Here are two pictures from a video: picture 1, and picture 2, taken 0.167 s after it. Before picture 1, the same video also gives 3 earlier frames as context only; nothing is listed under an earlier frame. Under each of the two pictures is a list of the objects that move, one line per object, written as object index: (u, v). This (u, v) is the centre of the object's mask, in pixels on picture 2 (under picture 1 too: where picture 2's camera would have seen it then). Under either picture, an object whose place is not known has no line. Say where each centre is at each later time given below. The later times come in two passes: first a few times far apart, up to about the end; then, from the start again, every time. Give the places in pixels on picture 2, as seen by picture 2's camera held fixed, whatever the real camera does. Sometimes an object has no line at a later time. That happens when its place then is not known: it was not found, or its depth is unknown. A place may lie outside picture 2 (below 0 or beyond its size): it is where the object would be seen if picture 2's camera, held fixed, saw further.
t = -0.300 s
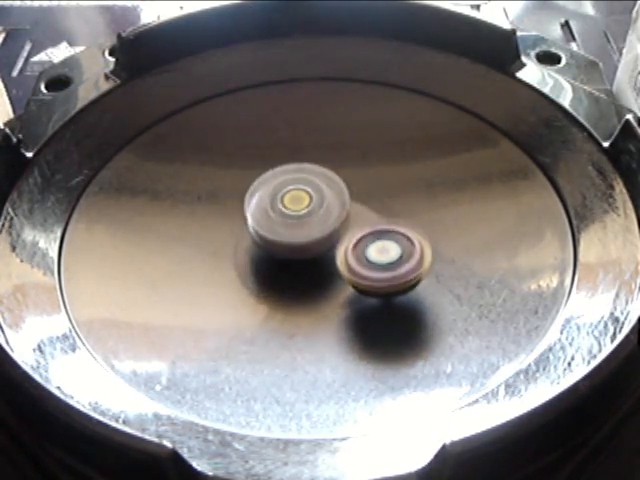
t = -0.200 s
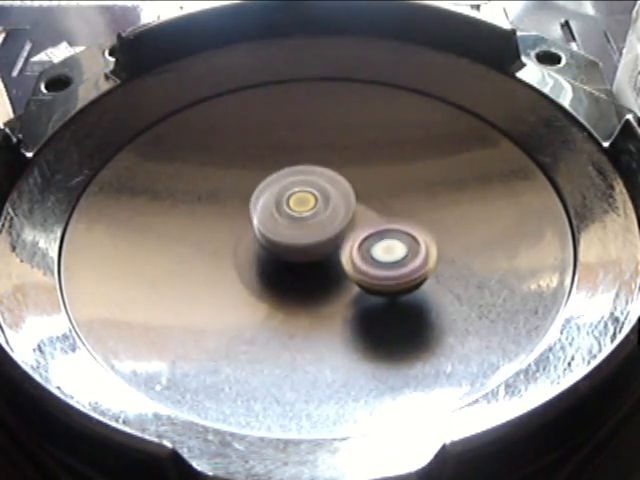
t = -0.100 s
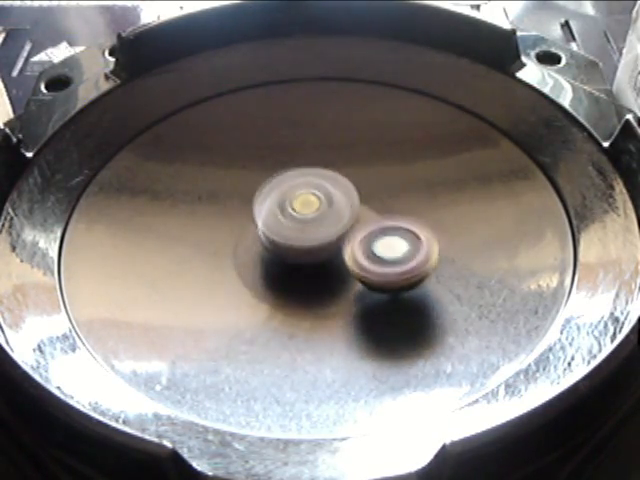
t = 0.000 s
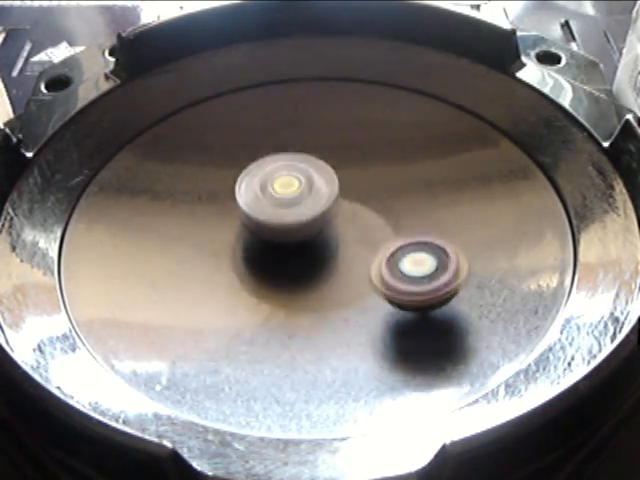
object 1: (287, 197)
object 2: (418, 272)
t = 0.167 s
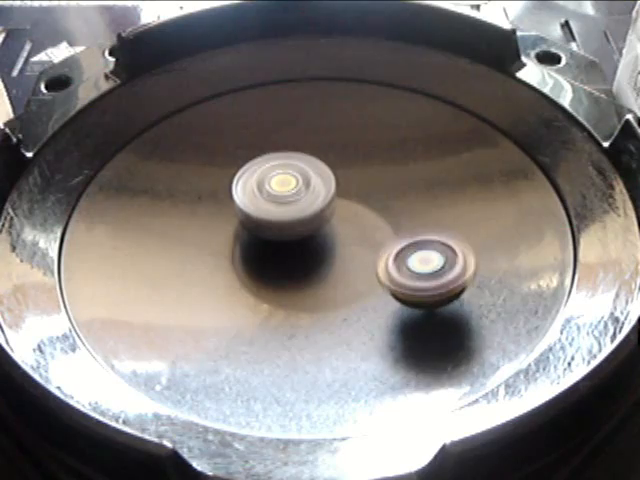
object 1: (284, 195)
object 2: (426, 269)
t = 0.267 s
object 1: (283, 197)
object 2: (420, 262)
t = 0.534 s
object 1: (278, 201)
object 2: (356, 248)
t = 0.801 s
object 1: (257, 192)
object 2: (306, 267)
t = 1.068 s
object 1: (250, 189)
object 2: (251, 261)
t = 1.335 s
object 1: (253, 190)
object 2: (239, 264)
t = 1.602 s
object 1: (271, 175)
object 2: (251, 286)
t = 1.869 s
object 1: (279, 180)
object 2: (301, 277)
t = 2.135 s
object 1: (294, 180)
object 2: (317, 254)
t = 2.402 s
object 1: (304, 193)
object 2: (332, 265)
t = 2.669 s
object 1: (300, 210)
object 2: (332, 278)
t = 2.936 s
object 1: (287, 220)
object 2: (351, 277)
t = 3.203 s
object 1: (270, 222)
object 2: (344, 269)
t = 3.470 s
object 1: (244, 201)
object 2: (341, 285)
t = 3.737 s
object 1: (199, 171)
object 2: (382, 288)
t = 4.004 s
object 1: (209, 177)
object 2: (371, 260)
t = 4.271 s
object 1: (237, 190)
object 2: (322, 238)
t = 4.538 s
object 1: (254, 195)
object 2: (358, 273)
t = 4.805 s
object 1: (286, 217)
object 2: (375, 261)
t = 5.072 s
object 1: (287, 227)
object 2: (409, 255)
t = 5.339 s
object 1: (279, 235)
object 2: (389, 229)
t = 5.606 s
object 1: (244, 233)
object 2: (383, 227)
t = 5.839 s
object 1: (234, 229)
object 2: (361, 220)
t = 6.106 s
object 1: (235, 225)
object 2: (339, 216)
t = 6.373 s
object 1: (253, 218)
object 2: (354, 218)
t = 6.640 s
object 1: (258, 215)
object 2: (420, 222)
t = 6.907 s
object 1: (271, 223)
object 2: (419, 224)
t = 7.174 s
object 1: (273, 243)
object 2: (378, 237)
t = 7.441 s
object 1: (253, 255)
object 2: (376, 262)
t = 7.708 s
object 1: (248, 256)
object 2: (360, 266)
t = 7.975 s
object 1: (148, 218)
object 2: (458, 270)
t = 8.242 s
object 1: (138, 203)
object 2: (451, 251)
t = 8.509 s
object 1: (225, 195)
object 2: (394, 230)
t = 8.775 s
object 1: (332, 158)
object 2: (352, 247)
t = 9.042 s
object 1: (333, 156)
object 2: (327, 278)
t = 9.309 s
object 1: (294, 192)
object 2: (299, 267)
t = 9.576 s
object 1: (295, 185)
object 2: (279, 258)
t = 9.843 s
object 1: (300, 182)
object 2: (267, 251)
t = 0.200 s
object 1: (284, 196)
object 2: (425, 267)
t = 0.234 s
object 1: (283, 196)
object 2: (423, 264)
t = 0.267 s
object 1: (283, 197)
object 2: (420, 262)
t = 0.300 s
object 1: (282, 198)
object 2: (415, 260)
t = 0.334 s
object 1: (282, 198)
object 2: (408, 257)
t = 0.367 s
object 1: (282, 199)
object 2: (400, 255)
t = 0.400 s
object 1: (281, 199)
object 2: (392, 252)
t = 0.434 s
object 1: (281, 200)
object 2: (382, 250)
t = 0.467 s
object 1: (280, 201)
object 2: (374, 249)
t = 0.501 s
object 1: (279, 201)
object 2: (364, 248)
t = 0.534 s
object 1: (278, 201)
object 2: (356, 248)
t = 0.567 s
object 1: (276, 200)
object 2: (349, 249)
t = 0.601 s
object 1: (271, 196)
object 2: (346, 255)
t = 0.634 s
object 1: (265, 194)
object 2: (342, 259)
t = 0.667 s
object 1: (262, 193)
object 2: (336, 262)
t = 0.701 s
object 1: (260, 193)
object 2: (328, 265)
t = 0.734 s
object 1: (259, 193)
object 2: (321, 266)
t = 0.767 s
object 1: (258, 193)
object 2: (314, 266)
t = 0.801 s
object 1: (257, 192)
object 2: (306, 267)
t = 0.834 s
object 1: (255, 192)
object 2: (299, 267)
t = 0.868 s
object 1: (254, 192)
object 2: (291, 267)
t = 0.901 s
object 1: (253, 191)
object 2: (283, 266)
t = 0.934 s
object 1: (252, 191)
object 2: (276, 266)
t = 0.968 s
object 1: (251, 190)
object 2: (269, 265)
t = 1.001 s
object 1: (251, 189)
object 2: (262, 264)
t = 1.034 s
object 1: (250, 187)
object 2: (255, 262)
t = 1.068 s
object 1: (250, 189)
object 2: (251, 261)
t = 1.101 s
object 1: (250, 189)
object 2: (248, 260)
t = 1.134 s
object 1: (250, 189)
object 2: (245, 261)
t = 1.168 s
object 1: (251, 189)
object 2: (242, 263)
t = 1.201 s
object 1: (251, 190)
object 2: (240, 265)
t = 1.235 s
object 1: (251, 190)
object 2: (239, 265)
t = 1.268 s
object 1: (252, 190)
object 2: (239, 265)
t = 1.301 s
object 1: (252, 190)
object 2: (239, 265)
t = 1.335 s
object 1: (253, 190)
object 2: (239, 264)
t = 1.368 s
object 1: (254, 190)
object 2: (240, 263)
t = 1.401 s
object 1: (255, 190)
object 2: (241, 263)
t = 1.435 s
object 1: (256, 190)
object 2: (243, 261)
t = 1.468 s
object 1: (258, 189)
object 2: (245, 260)
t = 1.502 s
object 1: (261, 185)
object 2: (244, 267)
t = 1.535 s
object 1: (265, 179)
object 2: (244, 278)
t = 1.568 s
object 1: (268, 175)
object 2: (247, 283)
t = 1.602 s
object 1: (271, 175)
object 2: (251, 286)
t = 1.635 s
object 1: (272, 175)
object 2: (257, 288)
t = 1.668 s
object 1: (273, 176)
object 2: (263, 288)
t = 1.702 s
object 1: (273, 176)
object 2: (269, 288)
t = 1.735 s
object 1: (274, 177)
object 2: (276, 287)
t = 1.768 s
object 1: (275, 177)
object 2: (283, 286)
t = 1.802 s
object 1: (276, 178)
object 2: (289, 283)
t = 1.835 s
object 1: (277, 179)
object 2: (296, 281)
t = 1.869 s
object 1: (279, 180)
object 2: (301, 277)
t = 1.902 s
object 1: (281, 181)
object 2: (304, 273)
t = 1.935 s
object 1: (283, 181)
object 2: (306, 269)
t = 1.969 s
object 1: (284, 182)
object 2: (308, 264)
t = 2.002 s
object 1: (286, 182)
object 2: (310, 259)
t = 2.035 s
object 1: (287, 181)
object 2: (311, 255)
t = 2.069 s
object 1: (289, 182)
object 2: (313, 251)
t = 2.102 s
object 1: (290, 181)
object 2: (313, 250)
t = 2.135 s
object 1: (294, 180)
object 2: (317, 254)
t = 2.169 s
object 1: (298, 181)
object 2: (320, 256)
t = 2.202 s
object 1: (300, 182)
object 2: (321, 256)
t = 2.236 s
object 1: (301, 183)
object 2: (325, 257)
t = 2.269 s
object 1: (302, 185)
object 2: (328, 258)
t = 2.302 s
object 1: (303, 187)
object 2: (331, 261)
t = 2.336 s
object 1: (304, 189)
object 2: (332, 262)
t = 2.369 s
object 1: (304, 191)
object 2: (332, 264)
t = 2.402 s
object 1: (304, 193)
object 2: (332, 265)
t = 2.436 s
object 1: (304, 196)
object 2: (332, 266)
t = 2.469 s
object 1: (304, 198)
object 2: (332, 267)
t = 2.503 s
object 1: (304, 200)
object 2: (332, 269)
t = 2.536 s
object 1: (303, 203)
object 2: (332, 271)
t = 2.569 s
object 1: (303, 204)
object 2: (332, 273)
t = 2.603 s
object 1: (302, 206)
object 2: (332, 276)
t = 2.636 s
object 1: (301, 208)
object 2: (331, 278)
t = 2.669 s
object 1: (300, 210)
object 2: (332, 278)
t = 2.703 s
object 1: (299, 212)
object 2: (334, 279)
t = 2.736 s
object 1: (297, 213)
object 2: (336, 280)
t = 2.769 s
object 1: (296, 214)
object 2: (339, 280)
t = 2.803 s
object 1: (295, 215)
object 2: (342, 281)
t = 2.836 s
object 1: (293, 217)
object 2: (345, 280)
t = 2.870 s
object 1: (291, 218)
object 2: (347, 279)
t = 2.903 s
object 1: (290, 219)
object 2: (349, 278)
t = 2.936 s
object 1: (287, 220)
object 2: (351, 277)
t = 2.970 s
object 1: (285, 221)
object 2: (353, 276)
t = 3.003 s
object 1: (283, 221)
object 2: (354, 274)
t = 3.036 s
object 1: (281, 222)
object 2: (355, 272)
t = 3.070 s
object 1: (279, 223)
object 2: (354, 270)
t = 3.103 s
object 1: (277, 223)
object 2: (353, 259)
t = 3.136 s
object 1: (274, 222)
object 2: (352, 258)
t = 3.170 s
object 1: (272, 222)
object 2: (350, 258)
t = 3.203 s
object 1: (270, 222)
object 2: (344, 269)
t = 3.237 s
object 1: (267, 221)
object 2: (346, 257)
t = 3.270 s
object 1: (265, 220)
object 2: (340, 269)
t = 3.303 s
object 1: (263, 219)
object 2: (337, 269)
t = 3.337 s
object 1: (261, 219)
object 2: (342, 255)
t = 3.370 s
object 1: (260, 218)
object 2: (332, 267)
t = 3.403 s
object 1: (258, 217)
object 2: (329, 266)
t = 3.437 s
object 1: (253, 210)
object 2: (331, 275)
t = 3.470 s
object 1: (244, 201)
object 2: (341, 285)
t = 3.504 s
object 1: (234, 192)
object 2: (351, 292)
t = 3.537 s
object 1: (225, 185)
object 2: (356, 296)
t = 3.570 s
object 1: (216, 180)
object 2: (362, 296)
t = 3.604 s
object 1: (208, 175)
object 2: (366, 296)
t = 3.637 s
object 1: (202, 172)
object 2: (371, 295)
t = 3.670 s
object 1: (199, 171)
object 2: (376, 292)
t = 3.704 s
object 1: (198, 170)
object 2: (379, 291)
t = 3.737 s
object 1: (199, 171)
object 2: (382, 288)
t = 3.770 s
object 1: (199, 171)
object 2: (384, 286)
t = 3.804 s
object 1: (199, 172)
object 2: (385, 283)
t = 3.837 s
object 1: (200, 172)
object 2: (385, 280)
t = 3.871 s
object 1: (202, 173)
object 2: (384, 277)
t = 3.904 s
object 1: (203, 174)
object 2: (382, 273)
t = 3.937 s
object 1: (205, 175)
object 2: (379, 268)
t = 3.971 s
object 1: (207, 176)
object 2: (376, 264)
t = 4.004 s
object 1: (209, 177)
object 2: (371, 260)
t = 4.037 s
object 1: (212, 178)
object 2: (365, 257)
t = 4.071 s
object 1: (214, 179)
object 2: (360, 254)
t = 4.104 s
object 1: (217, 180)
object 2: (354, 252)
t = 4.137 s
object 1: (220, 181)
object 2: (347, 249)
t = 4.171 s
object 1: (223, 183)
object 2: (341, 247)
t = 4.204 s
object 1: (227, 185)
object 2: (335, 244)
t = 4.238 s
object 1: (231, 187)
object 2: (328, 241)
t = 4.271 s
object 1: (237, 190)
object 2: (322, 238)
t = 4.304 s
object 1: (242, 192)
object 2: (318, 237)
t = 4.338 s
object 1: (242, 189)
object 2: (329, 246)
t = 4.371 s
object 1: (243, 187)
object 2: (338, 257)
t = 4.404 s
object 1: (245, 187)
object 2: (345, 264)
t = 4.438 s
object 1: (247, 189)
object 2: (349, 269)
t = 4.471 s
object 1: (249, 191)
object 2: (352, 272)
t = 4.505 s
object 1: (251, 193)
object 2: (355, 272)
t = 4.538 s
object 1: (254, 195)
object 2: (358, 273)
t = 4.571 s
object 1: (257, 197)
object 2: (360, 273)
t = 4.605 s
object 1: (260, 199)
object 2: (364, 272)
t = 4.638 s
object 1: (263, 201)
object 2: (367, 271)
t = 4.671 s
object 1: (268, 204)
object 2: (370, 269)
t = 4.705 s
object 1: (273, 207)
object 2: (372, 266)
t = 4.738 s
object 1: (277, 210)
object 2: (374, 264)
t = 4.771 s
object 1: (283, 214)
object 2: (375, 262)
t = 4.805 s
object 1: (286, 217)
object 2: (375, 261)
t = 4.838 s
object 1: (289, 221)
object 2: (376, 261)
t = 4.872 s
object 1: (289, 222)
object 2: (386, 266)
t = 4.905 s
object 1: (288, 221)
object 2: (392, 268)
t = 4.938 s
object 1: (287, 221)
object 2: (397, 267)
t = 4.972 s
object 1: (287, 223)
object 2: (401, 264)
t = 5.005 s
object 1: (288, 224)
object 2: (404, 262)
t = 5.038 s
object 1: (287, 225)
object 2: (407, 258)
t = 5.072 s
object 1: (287, 227)
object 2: (409, 255)
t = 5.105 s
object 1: (286, 228)
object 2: (411, 252)
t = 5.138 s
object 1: (286, 229)
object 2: (411, 248)
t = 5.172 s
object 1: (285, 230)
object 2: (410, 244)
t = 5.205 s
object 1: (284, 231)
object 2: (407, 240)
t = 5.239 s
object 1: (283, 232)
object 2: (404, 237)
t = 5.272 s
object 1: (282, 233)
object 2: (399, 233)
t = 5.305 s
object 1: (281, 234)
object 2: (394, 231)
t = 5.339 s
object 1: (279, 235)
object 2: (389, 229)
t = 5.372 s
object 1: (279, 235)
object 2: (383, 229)
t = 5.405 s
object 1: (273, 235)
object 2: (382, 229)
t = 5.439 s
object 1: (265, 234)
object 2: (387, 229)
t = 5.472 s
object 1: (260, 234)
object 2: (388, 229)
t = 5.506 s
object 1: (255, 235)
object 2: (388, 229)
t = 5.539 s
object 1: (251, 234)
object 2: (387, 228)
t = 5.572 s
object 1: (248, 234)
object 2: (385, 228)
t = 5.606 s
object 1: (244, 233)
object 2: (383, 227)
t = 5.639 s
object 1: (241, 232)
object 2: (380, 226)
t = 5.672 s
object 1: (239, 231)
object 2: (378, 225)
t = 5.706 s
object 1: (236, 230)
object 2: (375, 224)
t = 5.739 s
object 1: (236, 230)
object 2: (371, 222)
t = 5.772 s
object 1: (235, 229)
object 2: (368, 221)
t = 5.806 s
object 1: (234, 229)
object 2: (364, 220)
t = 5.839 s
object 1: (234, 229)
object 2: (361, 220)
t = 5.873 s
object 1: (234, 229)
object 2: (358, 219)
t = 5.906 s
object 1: (234, 228)
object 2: (354, 219)
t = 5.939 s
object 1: (234, 228)
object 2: (351, 218)
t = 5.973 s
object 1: (235, 228)
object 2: (347, 218)
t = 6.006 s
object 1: (234, 227)
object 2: (344, 217)
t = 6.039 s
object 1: (235, 227)
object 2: (341, 216)
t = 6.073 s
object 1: (236, 226)
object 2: (338, 216)
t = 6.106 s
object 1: (235, 225)
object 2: (339, 216)
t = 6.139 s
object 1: (236, 224)
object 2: (341, 216)
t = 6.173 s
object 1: (238, 223)
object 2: (341, 217)
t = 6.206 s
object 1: (240, 222)
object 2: (342, 217)
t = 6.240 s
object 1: (242, 222)
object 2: (345, 217)
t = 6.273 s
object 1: (245, 220)
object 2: (347, 217)
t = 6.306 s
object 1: (247, 219)
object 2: (350, 217)
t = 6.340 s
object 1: (250, 219)
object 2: (352, 218)
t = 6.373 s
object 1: (253, 218)
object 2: (354, 218)
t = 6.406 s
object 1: (253, 217)
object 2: (364, 221)
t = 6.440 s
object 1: (250, 215)
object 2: (381, 224)
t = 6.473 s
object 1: (249, 214)
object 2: (394, 224)
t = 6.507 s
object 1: (251, 214)
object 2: (403, 224)
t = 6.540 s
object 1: (252, 214)
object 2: (409, 224)
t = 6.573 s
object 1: (254, 214)
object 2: (415, 224)
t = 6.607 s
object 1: (256, 215)
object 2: (418, 222)
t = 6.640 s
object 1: (258, 215)
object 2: (420, 222)
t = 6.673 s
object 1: (260, 216)
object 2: (423, 221)
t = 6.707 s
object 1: (261, 216)
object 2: (425, 221)
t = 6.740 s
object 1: (264, 218)
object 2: (426, 221)
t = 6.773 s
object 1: (265, 217)
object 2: (426, 221)
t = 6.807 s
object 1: (267, 219)
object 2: (425, 221)
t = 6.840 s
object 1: (269, 221)
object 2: (424, 222)
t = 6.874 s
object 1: (269, 222)
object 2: (422, 223)
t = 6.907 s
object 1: (271, 223)
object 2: (419, 224)
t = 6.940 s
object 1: (272, 225)
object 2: (416, 224)
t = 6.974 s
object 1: (273, 228)
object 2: (411, 226)
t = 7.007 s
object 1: (274, 229)
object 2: (406, 227)
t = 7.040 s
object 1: (275, 232)
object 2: (400, 229)
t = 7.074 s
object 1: (275, 234)
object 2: (393, 230)
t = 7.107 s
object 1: (275, 238)
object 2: (387, 232)
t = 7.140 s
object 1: (276, 241)
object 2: (382, 234)
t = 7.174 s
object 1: (273, 243)
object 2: (378, 237)
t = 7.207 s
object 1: (271, 245)
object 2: (375, 240)
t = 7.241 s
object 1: (269, 246)
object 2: (374, 243)
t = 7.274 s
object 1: (265, 248)
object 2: (373, 247)
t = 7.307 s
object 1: (260, 250)
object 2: (374, 251)
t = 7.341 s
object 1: (257, 253)
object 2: (376, 255)
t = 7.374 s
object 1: (255, 254)
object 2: (376, 258)
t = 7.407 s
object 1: (254, 255)
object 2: (376, 260)
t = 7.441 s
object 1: (253, 255)
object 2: (376, 262)
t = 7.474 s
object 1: (253, 255)
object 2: (375, 263)
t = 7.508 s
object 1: (251, 255)
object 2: (374, 263)
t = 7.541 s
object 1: (251, 256)
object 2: (373, 264)
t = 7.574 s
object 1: (250, 256)
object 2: (372, 265)
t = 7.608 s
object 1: (249, 256)
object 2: (370, 265)
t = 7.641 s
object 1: (249, 256)
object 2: (367, 265)
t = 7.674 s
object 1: (247, 256)
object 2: (364, 266)
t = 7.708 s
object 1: (248, 256)
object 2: (360, 266)
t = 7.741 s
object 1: (246, 256)
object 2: (355, 267)
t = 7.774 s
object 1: (246, 256)
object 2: (351, 267)
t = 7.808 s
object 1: (230, 248)
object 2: (368, 271)
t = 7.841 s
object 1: (205, 239)
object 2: (400, 274)
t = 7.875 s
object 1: (186, 233)
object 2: (425, 277)
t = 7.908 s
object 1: (172, 228)
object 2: (442, 274)
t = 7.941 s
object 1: (159, 223)
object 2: (452, 272)
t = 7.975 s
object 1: (148, 218)
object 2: (458, 270)
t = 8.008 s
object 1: (138, 213)
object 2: (461, 268)
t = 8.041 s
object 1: (130, 208)
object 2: (463, 266)
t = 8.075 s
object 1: (126, 205)
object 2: (463, 264)
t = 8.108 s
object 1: (124, 203)
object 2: (463, 261)
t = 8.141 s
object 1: (127, 202)
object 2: (462, 259)
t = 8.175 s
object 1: (130, 201)
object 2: (460, 257)
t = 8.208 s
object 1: (134, 202)
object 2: (456, 253)
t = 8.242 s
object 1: (138, 203)
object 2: (451, 251)
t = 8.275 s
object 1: (143, 204)
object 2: (446, 247)
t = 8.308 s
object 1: (149, 204)
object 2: (440, 244)
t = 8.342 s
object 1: (157, 205)
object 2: (433, 242)
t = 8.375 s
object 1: (167, 204)
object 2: (426, 239)
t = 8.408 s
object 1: (181, 203)
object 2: (418, 237)
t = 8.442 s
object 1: (194, 200)
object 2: (411, 234)
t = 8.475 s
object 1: (211, 196)
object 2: (402, 232)
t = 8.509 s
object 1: (225, 195)
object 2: (394, 230)
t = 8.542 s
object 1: (240, 190)
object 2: (388, 228)
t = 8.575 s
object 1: (256, 189)
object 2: (381, 226)
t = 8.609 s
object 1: (269, 186)
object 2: (374, 224)
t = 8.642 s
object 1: (283, 182)
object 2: (368, 222)
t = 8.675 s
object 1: (294, 177)
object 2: (362, 222)
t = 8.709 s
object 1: (306, 169)
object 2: (357, 231)
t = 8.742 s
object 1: (320, 159)
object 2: (355, 237)
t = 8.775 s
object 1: (332, 158)
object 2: (352, 247)
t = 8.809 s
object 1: (344, 149)
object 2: (348, 259)
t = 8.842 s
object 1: (353, 146)
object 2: (346, 267)
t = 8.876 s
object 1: (359, 141)
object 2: (342, 272)
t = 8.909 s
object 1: (361, 139)
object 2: (338, 275)
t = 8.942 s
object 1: (357, 142)
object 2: (335, 277)
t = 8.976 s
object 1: (351, 146)
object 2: (332, 278)
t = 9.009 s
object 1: (342, 151)
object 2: (330, 278)
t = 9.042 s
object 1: (333, 156)
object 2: (327, 278)
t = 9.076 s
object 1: (325, 162)
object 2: (323, 278)
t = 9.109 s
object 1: (317, 168)
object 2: (320, 278)
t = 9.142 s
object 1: (309, 174)
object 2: (316, 277)
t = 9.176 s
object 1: (302, 179)
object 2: (313, 276)
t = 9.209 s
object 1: (297, 185)
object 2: (309, 274)
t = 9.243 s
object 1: (294, 189)
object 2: (305, 271)
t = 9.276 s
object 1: (294, 192)
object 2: (302, 270)
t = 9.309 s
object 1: (294, 192)
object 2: (299, 267)
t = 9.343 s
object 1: (294, 192)
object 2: (297, 265)
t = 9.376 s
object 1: (293, 192)
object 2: (295, 262)
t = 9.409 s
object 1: (293, 190)
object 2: (292, 261)
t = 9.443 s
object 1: (295, 189)
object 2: (288, 263)
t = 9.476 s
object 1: (296, 187)
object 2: (286, 263)
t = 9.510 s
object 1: (295, 186)
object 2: (284, 262)
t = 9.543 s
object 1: (296, 185)
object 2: (282, 260)
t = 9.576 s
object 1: (295, 185)
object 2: (279, 258)
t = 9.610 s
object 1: (296, 185)
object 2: (278, 257)
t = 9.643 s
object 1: (296, 183)
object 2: (276, 255)
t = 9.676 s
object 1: (296, 183)
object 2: (275, 253)
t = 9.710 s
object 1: (297, 182)
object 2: (274, 251)
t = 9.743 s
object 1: (298, 182)
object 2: (272, 251)
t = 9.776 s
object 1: (299, 181)
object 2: (270, 250)
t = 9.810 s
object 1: (300, 182)
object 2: (268, 251)
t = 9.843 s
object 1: (300, 182)
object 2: (267, 251)
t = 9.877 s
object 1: (300, 183)
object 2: (265, 251)
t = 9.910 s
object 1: (300, 182)
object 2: (264, 251)
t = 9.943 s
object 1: (301, 183)
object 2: (262, 250)
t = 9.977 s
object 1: (301, 184)
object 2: (261, 250)
